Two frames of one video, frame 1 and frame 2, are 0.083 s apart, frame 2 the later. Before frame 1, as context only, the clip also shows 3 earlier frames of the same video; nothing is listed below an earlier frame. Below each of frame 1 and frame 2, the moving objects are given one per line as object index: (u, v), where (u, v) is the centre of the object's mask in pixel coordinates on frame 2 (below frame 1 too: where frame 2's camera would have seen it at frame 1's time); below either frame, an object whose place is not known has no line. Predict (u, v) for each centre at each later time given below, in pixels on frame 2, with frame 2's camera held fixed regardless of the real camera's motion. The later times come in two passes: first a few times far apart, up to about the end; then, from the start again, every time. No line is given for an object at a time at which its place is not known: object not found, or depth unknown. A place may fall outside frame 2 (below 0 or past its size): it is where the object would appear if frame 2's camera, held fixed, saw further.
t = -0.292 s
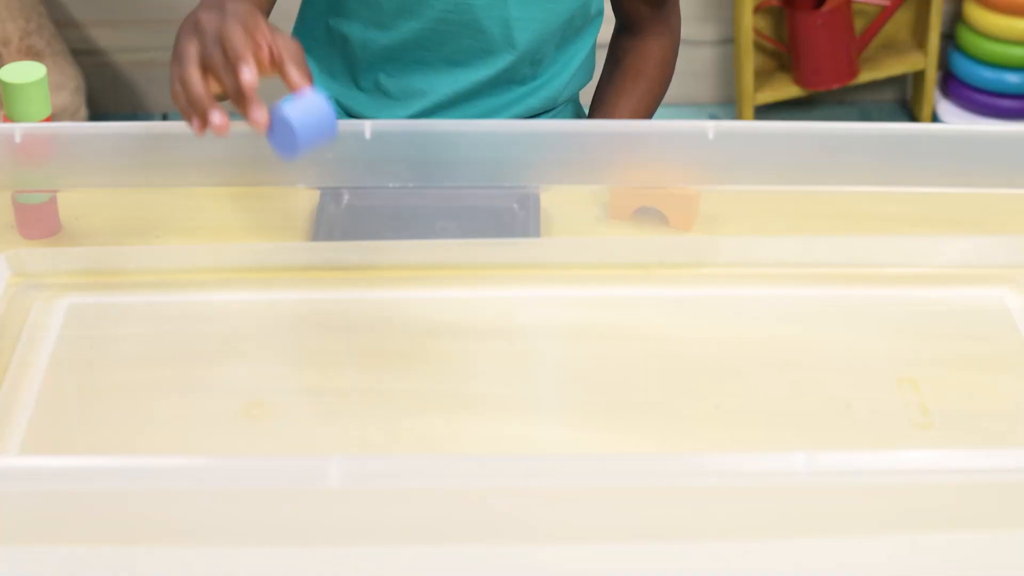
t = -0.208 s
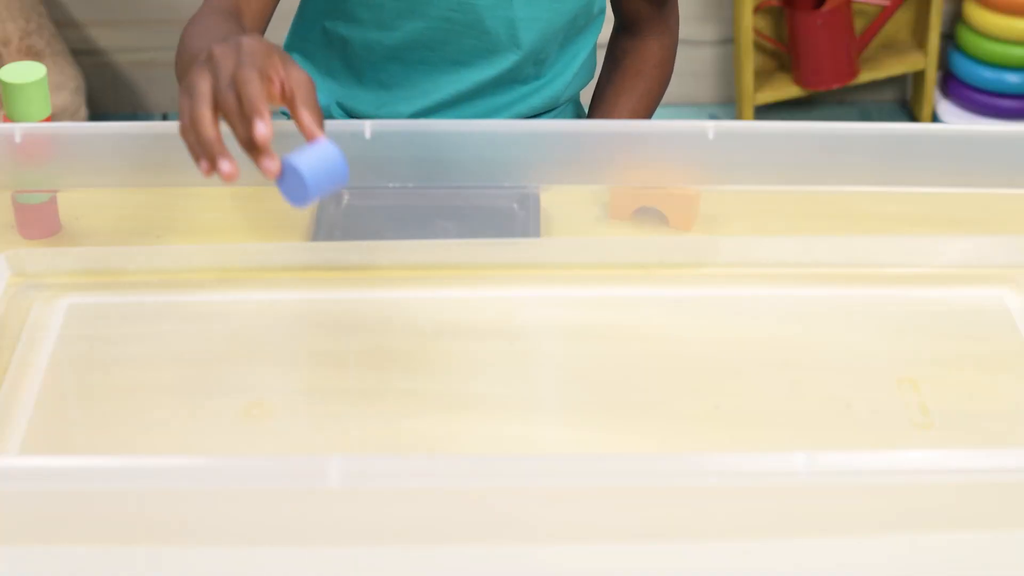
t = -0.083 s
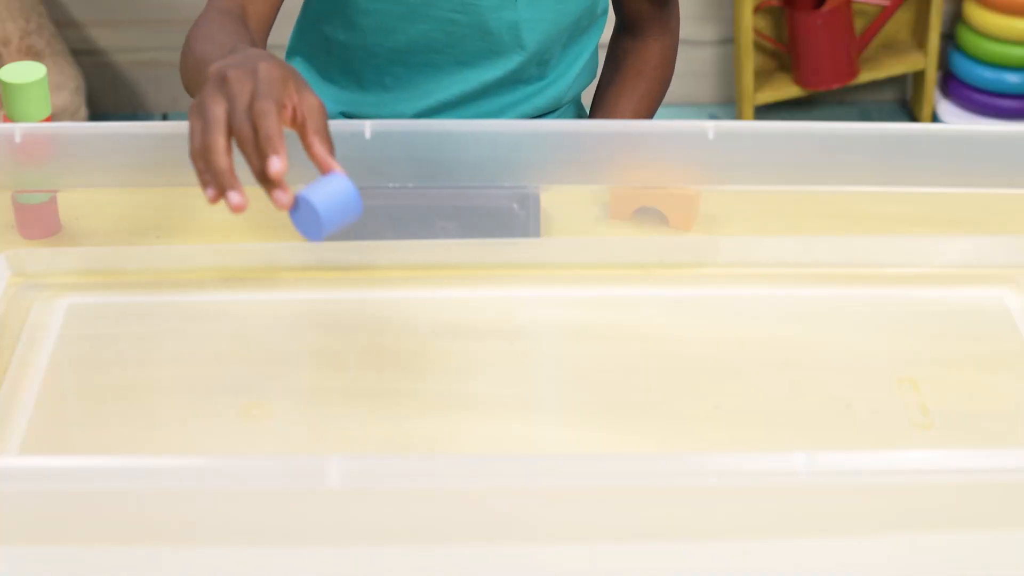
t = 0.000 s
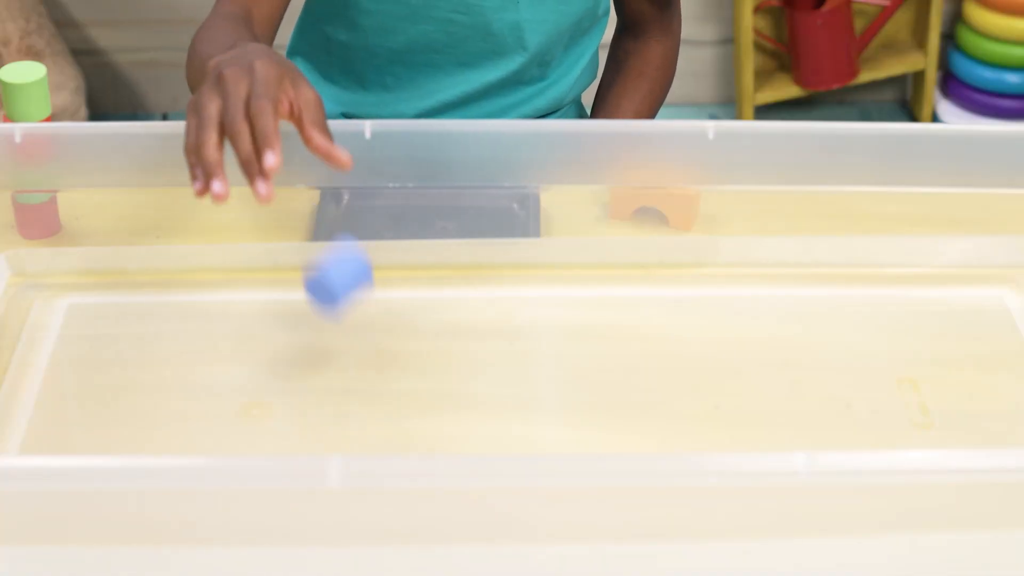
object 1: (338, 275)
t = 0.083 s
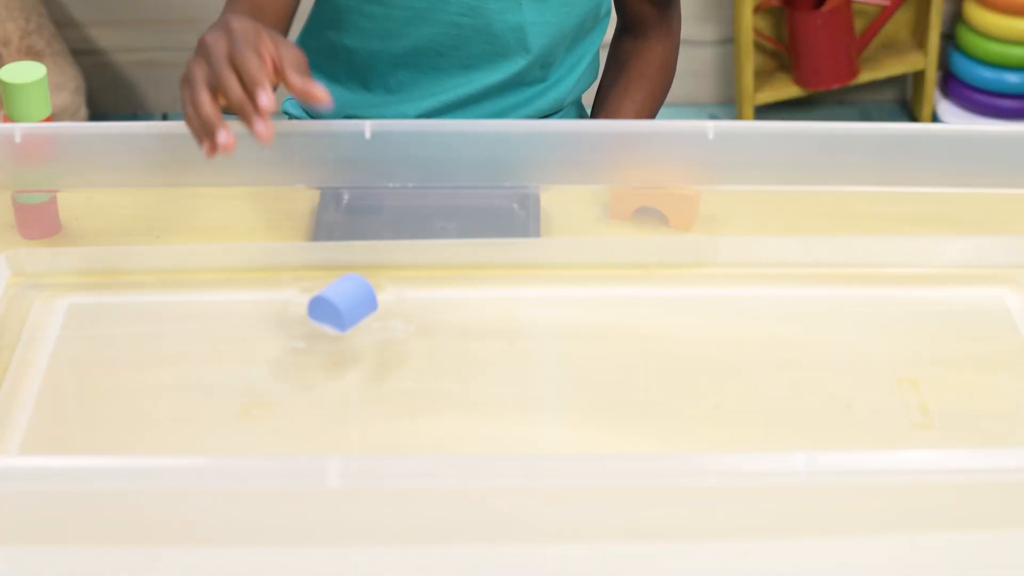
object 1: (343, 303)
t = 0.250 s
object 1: (345, 299)
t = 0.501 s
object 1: (348, 301)
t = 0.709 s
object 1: (349, 303)
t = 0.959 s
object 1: (351, 304)
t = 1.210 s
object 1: (352, 305)
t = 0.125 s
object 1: (342, 296)
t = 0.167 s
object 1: (343, 293)
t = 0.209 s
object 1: (344, 296)
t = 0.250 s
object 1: (345, 299)
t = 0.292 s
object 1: (346, 300)
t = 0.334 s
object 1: (346, 299)
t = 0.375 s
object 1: (346, 300)
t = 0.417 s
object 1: (347, 300)
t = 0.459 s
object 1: (347, 301)
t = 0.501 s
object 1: (348, 301)
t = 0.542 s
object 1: (348, 301)
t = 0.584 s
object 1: (348, 302)
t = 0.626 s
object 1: (348, 302)
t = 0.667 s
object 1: (349, 302)
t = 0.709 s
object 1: (349, 303)
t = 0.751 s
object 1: (350, 303)
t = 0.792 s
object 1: (350, 303)
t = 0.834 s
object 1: (350, 304)
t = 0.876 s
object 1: (351, 304)
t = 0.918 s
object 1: (351, 304)
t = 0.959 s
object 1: (351, 304)
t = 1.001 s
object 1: (351, 304)
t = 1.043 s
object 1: (352, 305)
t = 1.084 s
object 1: (352, 305)
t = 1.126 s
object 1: (352, 305)
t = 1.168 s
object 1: (352, 305)
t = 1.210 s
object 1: (352, 305)
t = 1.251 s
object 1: (353, 306)
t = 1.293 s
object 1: (353, 307)
